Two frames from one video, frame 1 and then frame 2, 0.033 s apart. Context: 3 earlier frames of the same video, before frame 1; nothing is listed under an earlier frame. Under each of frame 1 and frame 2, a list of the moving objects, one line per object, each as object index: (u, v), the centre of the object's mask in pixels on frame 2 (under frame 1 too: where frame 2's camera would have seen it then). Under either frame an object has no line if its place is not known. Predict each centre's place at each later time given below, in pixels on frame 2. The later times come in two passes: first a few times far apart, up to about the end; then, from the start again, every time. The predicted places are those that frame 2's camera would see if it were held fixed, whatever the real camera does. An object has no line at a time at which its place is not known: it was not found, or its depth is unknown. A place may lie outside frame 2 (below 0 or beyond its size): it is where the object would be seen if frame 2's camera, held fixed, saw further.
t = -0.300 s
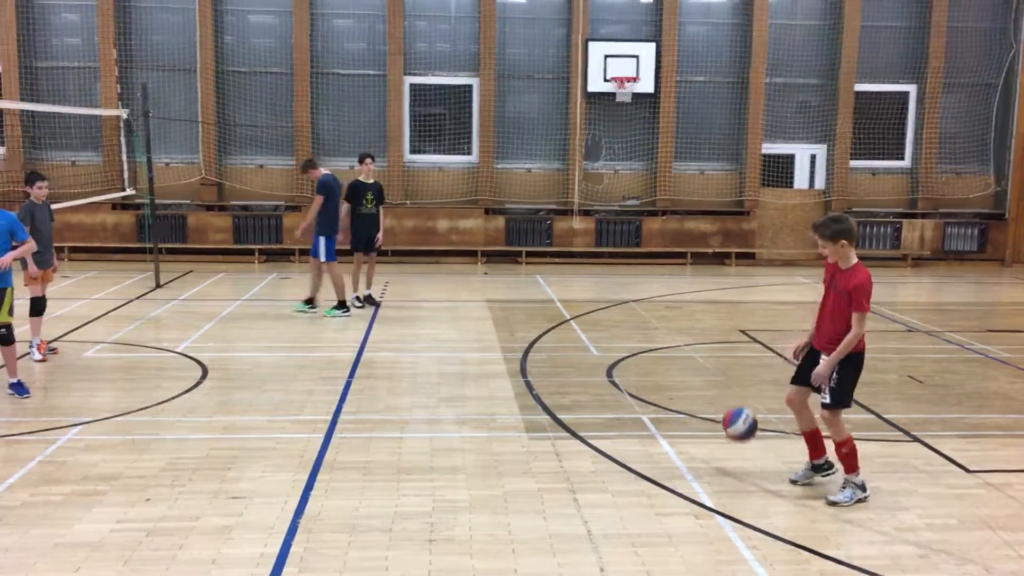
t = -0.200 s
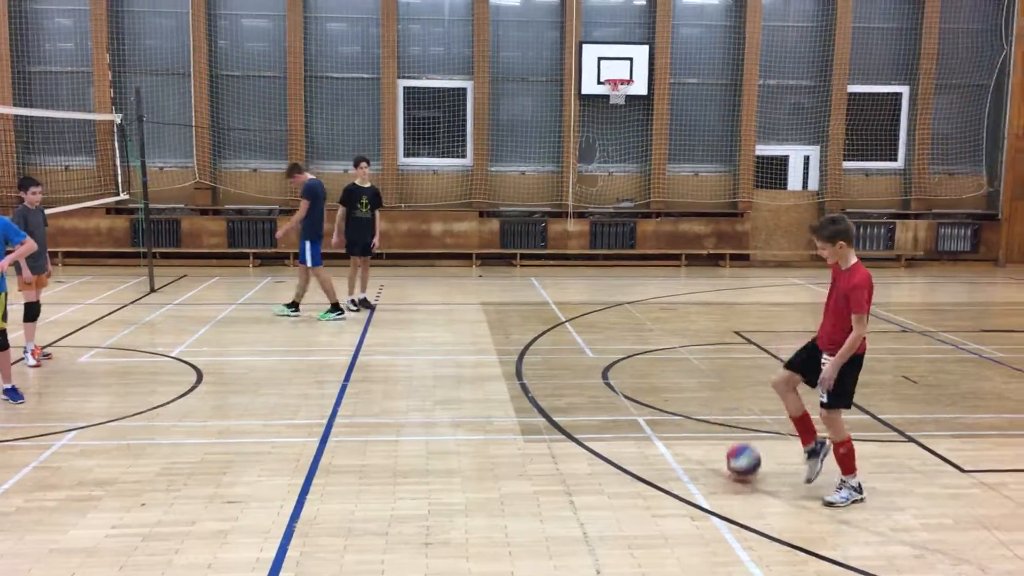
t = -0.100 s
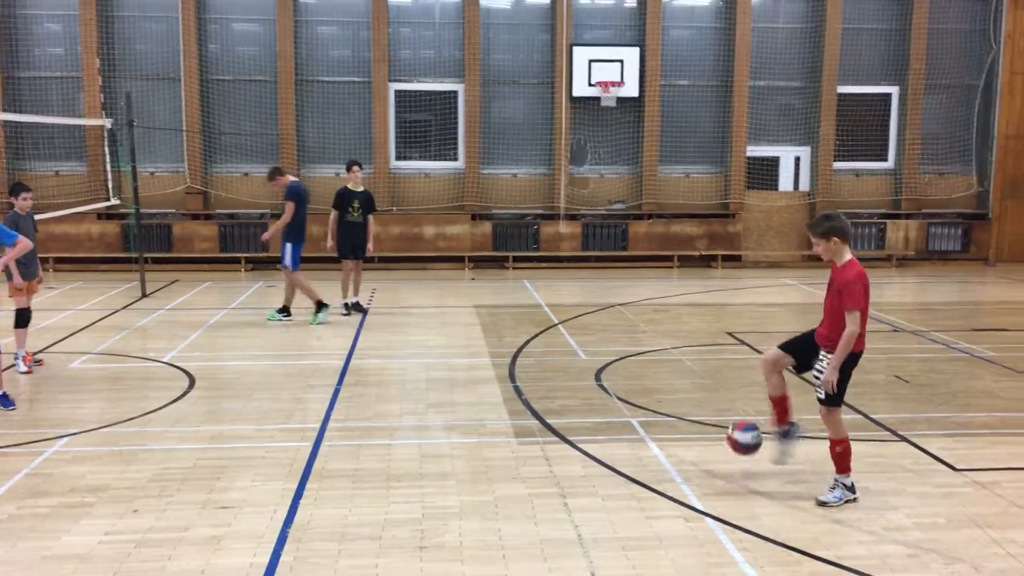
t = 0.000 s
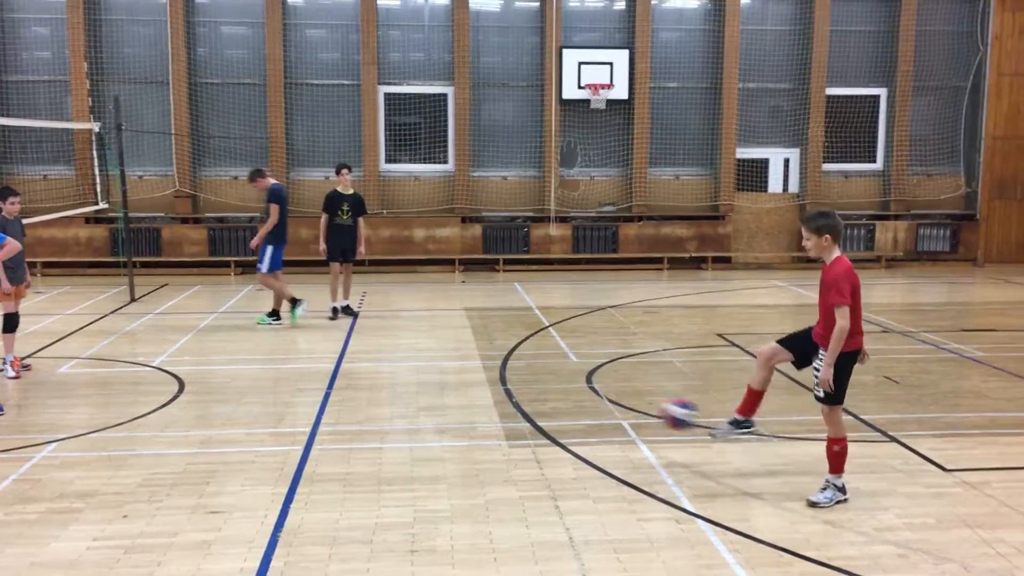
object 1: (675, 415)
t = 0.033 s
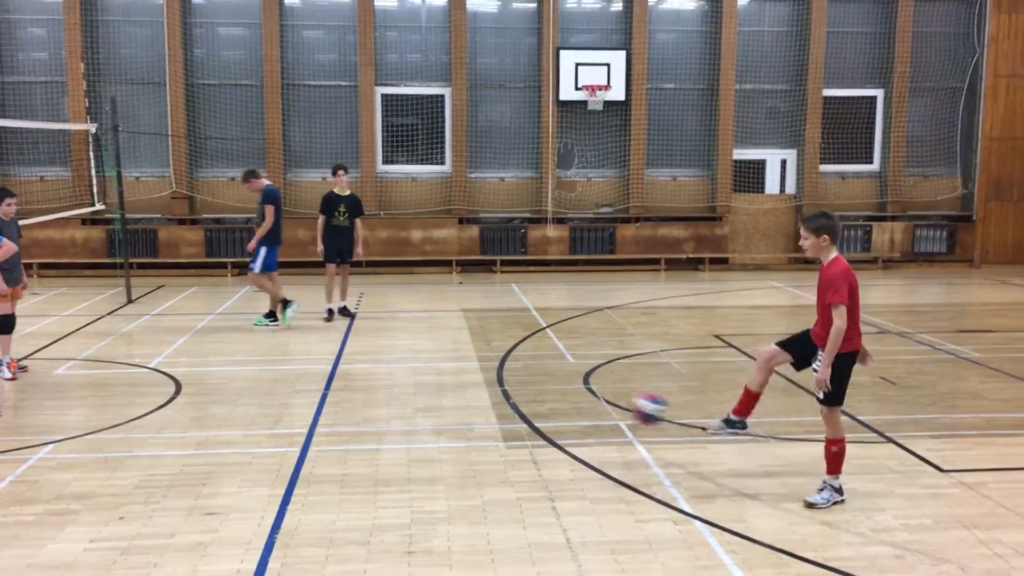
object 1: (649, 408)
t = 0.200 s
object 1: (521, 404)
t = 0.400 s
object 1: (406, 411)
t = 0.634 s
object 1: (326, 394)
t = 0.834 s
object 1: (263, 393)
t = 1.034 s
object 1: (204, 389)
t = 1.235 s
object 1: (149, 381)
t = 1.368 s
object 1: (115, 385)
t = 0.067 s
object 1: (620, 405)
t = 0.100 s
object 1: (595, 402)
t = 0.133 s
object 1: (569, 401)
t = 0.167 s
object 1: (544, 402)
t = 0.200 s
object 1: (521, 404)
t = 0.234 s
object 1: (496, 409)
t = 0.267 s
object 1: (474, 414)
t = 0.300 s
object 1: (453, 420)
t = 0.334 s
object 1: (432, 428)
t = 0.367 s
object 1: (418, 420)
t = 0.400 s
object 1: (406, 411)
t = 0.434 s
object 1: (395, 405)
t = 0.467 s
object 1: (382, 399)
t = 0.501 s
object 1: (370, 395)
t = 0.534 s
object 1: (360, 392)
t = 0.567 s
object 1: (348, 391)
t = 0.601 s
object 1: (338, 391)
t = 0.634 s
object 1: (326, 394)
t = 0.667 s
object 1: (316, 397)
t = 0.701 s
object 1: (305, 403)
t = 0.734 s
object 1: (295, 410)
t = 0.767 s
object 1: (284, 407)
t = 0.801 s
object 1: (274, 399)
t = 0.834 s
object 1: (263, 393)
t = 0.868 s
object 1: (254, 389)
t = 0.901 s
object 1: (244, 386)
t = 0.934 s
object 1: (234, 384)
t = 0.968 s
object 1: (223, 385)
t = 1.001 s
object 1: (214, 386)
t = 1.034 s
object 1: (204, 389)
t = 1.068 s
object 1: (195, 393)
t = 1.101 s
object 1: (186, 399)
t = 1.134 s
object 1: (177, 393)
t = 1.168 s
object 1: (167, 387)
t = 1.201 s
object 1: (157, 384)
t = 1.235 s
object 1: (149, 381)
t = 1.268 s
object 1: (141, 379)
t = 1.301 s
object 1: (132, 380)
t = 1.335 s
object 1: (123, 381)
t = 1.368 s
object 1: (115, 385)
